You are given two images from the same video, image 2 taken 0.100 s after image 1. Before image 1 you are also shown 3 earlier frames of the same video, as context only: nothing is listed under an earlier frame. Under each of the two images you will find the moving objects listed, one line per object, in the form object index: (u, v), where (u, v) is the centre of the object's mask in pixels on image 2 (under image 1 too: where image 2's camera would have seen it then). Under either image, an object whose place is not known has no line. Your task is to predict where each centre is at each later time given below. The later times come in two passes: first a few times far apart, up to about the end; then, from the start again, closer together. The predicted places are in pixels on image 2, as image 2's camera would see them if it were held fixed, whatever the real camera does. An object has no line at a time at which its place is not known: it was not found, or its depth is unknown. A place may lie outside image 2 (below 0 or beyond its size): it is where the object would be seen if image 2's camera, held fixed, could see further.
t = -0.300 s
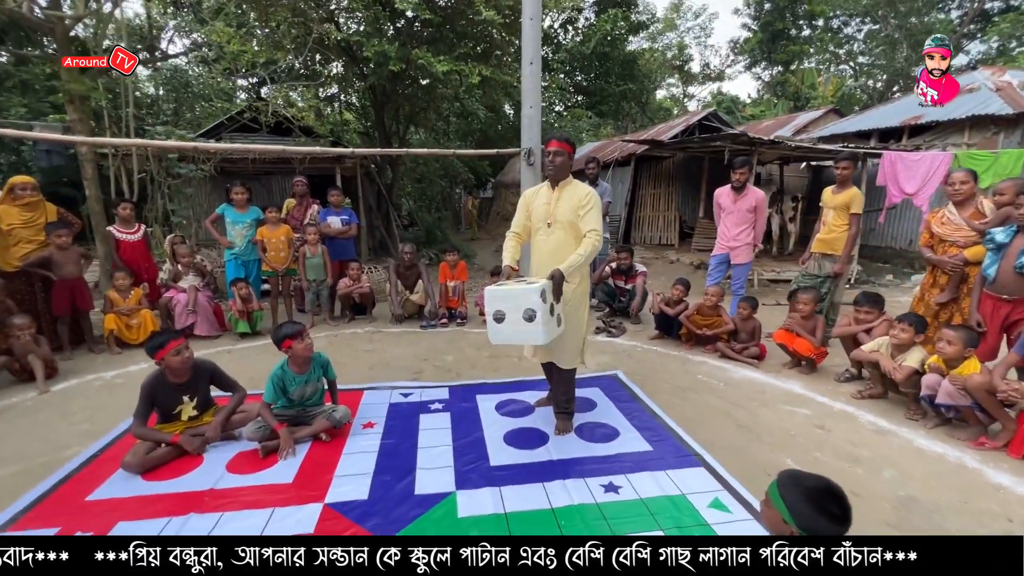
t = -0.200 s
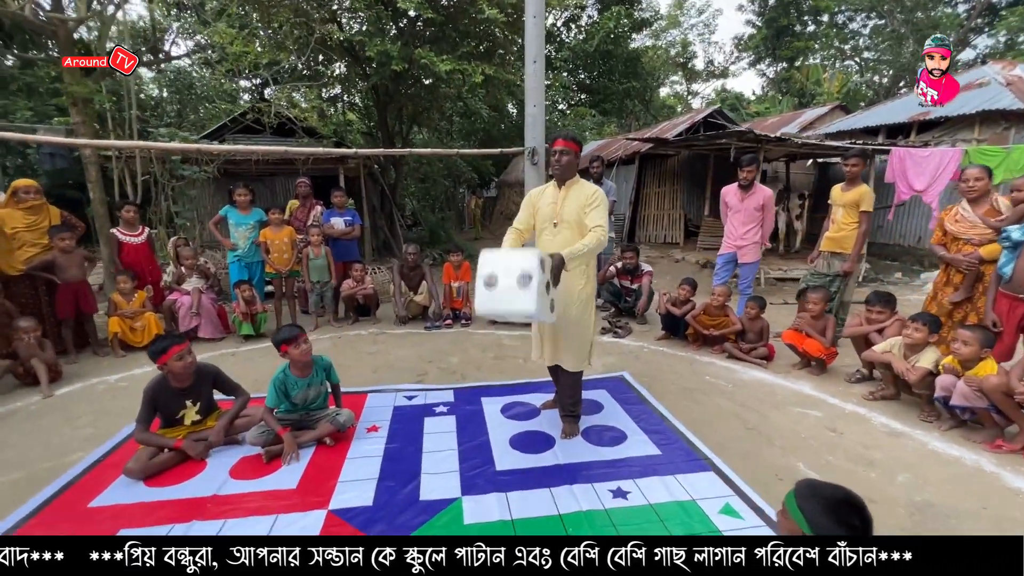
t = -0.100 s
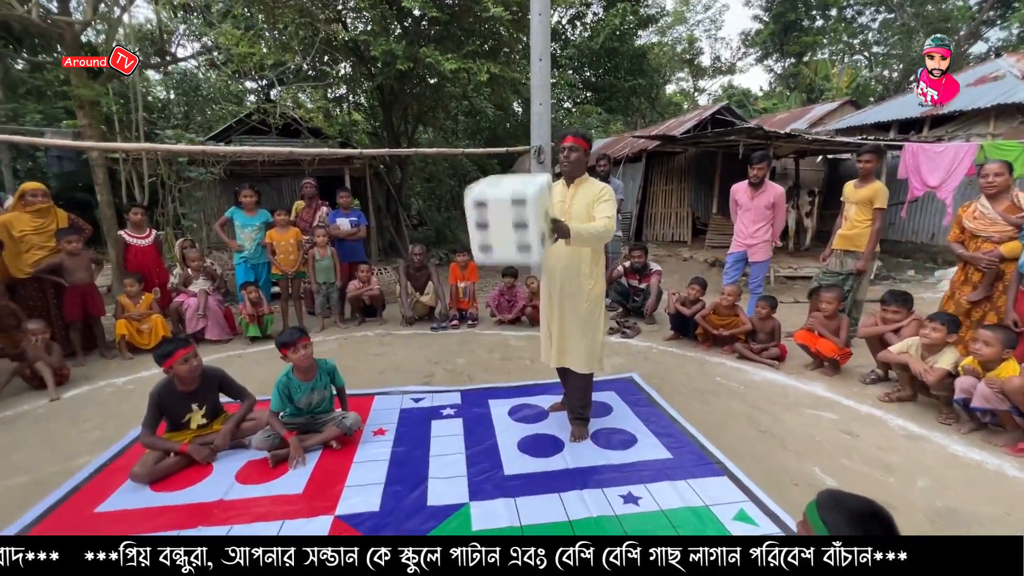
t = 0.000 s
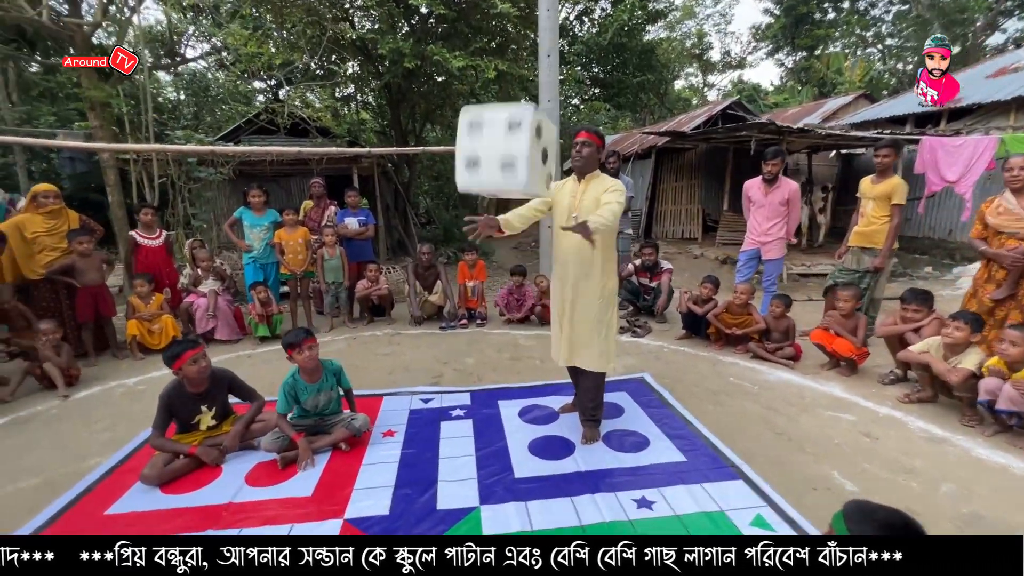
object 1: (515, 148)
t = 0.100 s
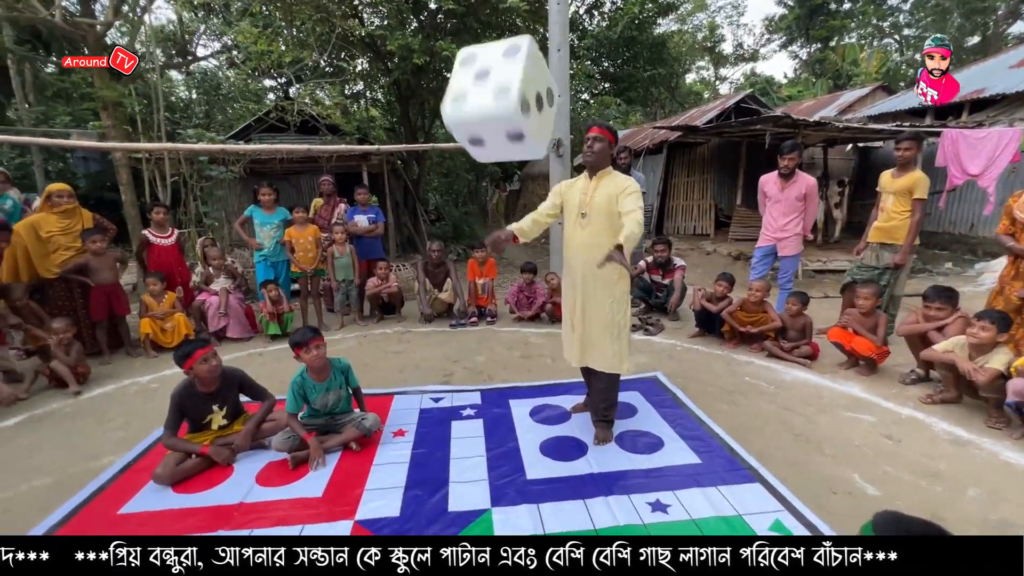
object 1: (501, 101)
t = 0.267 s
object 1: (475, 82)
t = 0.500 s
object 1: (433, 167)
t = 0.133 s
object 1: (496, 94)
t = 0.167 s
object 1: (491, 81)
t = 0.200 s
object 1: (487, 81)
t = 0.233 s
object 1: (480, 78)
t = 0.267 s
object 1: (475, 82)
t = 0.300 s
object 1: (469, 89)
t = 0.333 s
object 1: (462, 91)
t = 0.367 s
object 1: (456, 101)
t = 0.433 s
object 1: (443, 126)
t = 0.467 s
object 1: (439, 145)
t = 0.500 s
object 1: (433, 167)
